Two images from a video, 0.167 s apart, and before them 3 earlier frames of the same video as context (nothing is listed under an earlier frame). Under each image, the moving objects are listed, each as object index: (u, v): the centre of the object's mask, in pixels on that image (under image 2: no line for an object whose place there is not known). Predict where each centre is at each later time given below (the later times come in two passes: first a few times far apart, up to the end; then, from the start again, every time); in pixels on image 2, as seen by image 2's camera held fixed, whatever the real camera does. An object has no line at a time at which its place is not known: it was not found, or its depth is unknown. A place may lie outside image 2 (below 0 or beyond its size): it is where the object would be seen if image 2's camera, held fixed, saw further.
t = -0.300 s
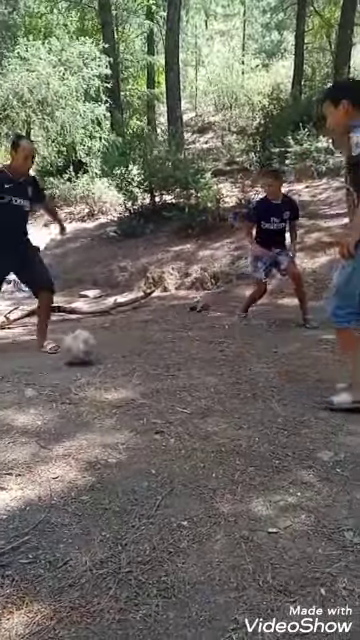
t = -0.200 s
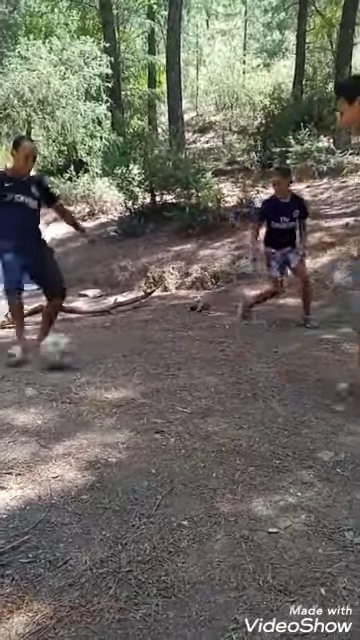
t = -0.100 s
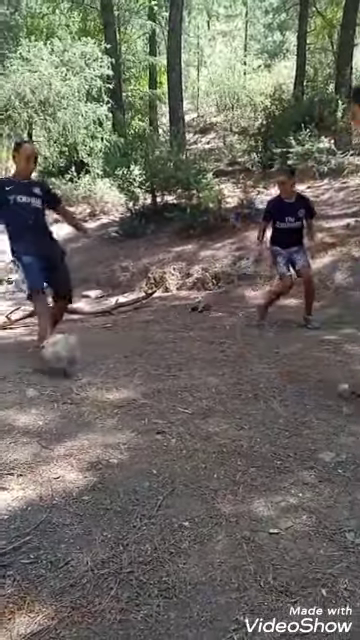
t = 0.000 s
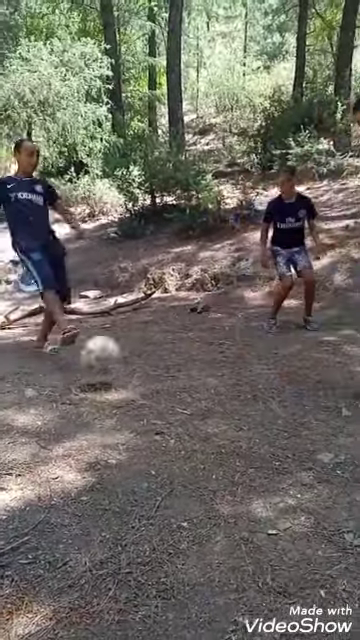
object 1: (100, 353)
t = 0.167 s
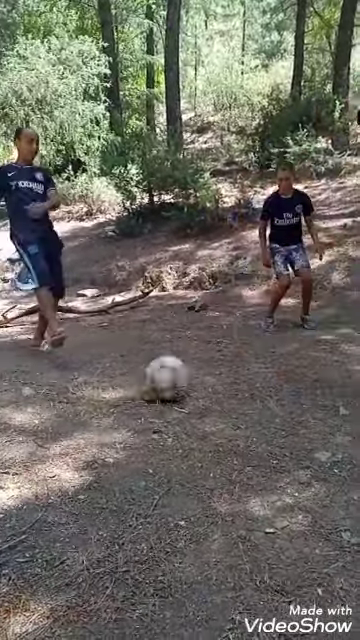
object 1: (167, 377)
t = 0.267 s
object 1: (197, 382)
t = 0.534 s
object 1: (284, 412)
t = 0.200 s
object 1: (175, 376)
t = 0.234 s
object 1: (183, 380)
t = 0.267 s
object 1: (197, 382)
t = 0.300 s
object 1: (204, 387)
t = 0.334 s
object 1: (215, 394)
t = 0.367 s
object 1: (227, 396)
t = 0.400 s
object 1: (238, 395)
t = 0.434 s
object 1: (249, 400)
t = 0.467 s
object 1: (262, 405)
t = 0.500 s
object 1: (273, 410)
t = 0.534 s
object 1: (284, 412)
